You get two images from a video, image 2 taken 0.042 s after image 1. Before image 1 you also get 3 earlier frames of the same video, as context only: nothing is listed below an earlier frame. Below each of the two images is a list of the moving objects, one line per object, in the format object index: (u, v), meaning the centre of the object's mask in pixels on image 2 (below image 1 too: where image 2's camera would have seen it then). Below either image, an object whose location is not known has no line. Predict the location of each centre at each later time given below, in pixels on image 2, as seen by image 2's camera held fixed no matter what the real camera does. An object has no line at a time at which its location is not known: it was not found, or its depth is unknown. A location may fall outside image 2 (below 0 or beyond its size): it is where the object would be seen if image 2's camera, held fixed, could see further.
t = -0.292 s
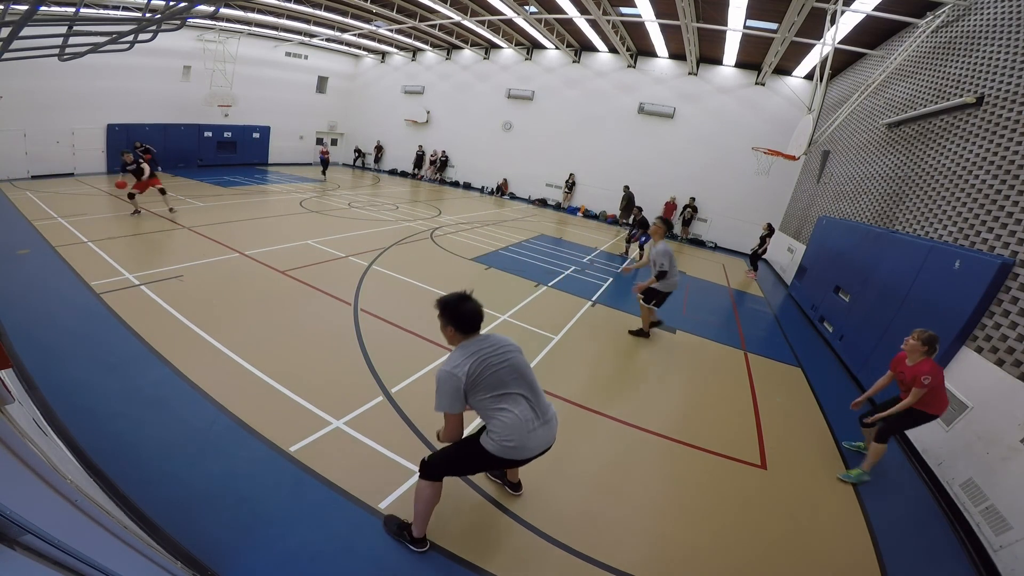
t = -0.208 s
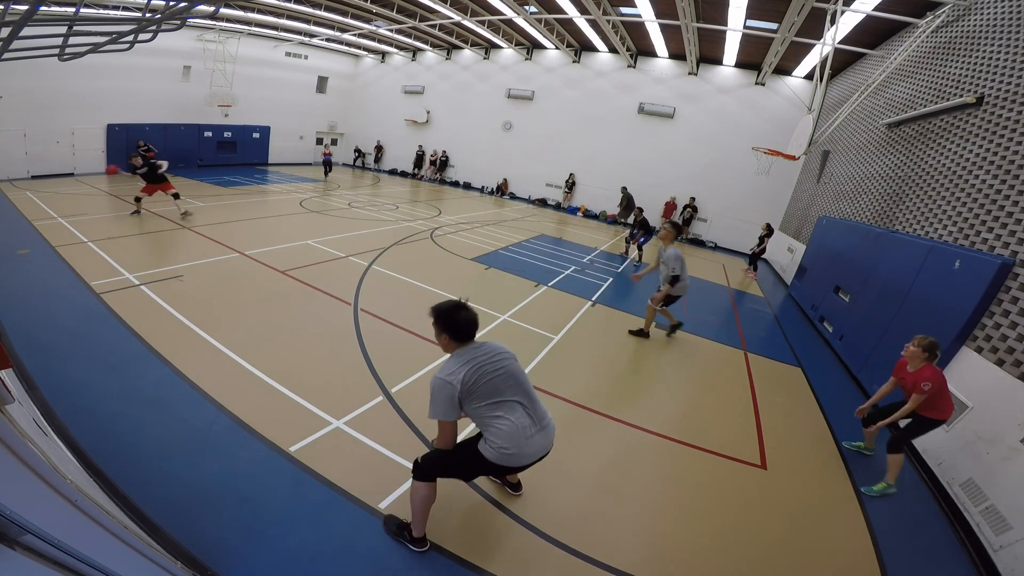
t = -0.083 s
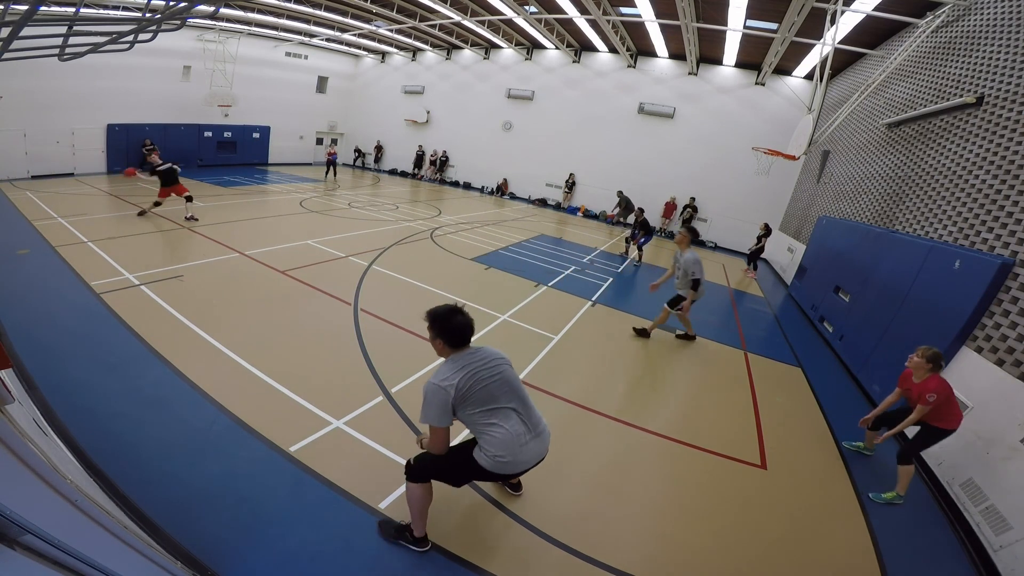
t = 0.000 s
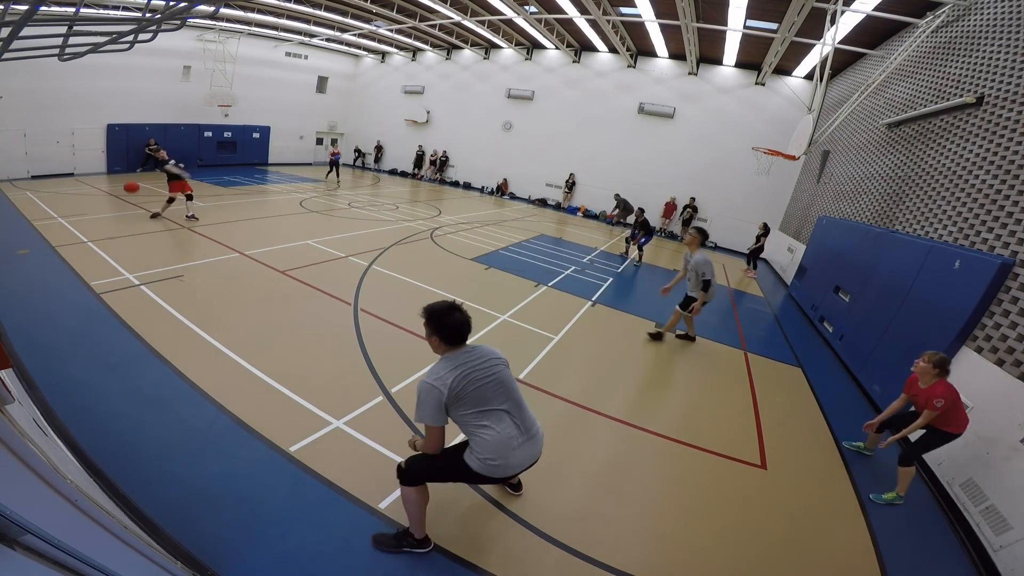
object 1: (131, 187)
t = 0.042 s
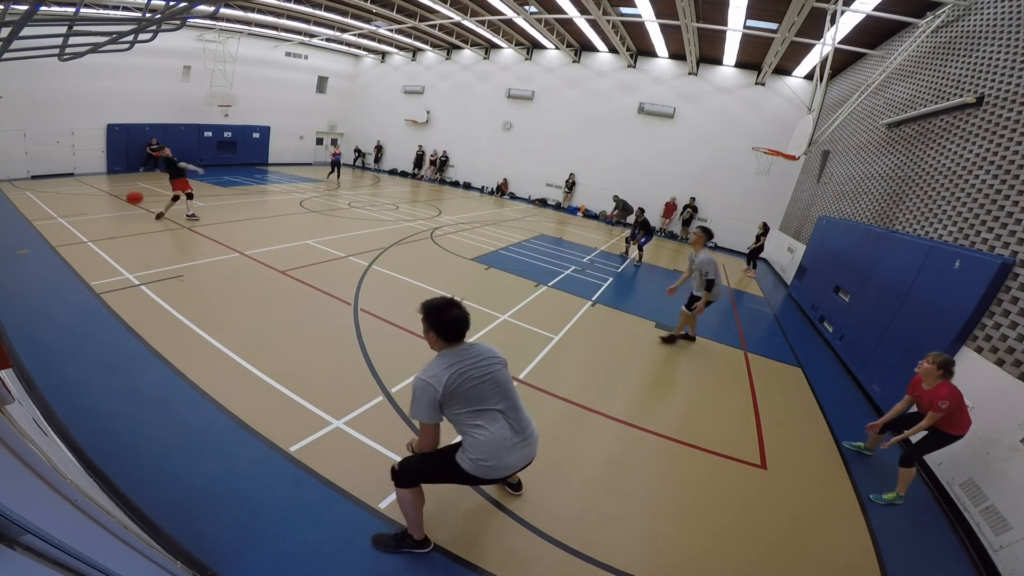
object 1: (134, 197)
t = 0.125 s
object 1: (147, 228)
